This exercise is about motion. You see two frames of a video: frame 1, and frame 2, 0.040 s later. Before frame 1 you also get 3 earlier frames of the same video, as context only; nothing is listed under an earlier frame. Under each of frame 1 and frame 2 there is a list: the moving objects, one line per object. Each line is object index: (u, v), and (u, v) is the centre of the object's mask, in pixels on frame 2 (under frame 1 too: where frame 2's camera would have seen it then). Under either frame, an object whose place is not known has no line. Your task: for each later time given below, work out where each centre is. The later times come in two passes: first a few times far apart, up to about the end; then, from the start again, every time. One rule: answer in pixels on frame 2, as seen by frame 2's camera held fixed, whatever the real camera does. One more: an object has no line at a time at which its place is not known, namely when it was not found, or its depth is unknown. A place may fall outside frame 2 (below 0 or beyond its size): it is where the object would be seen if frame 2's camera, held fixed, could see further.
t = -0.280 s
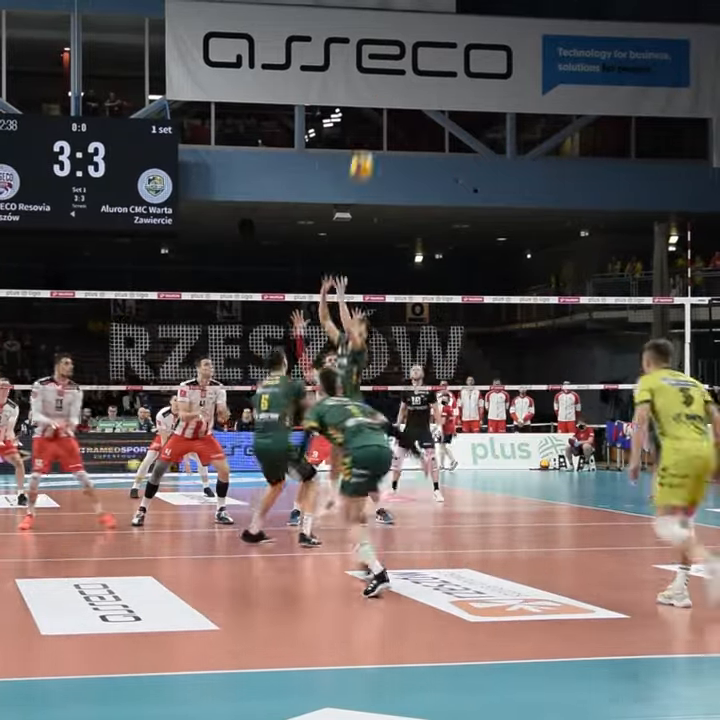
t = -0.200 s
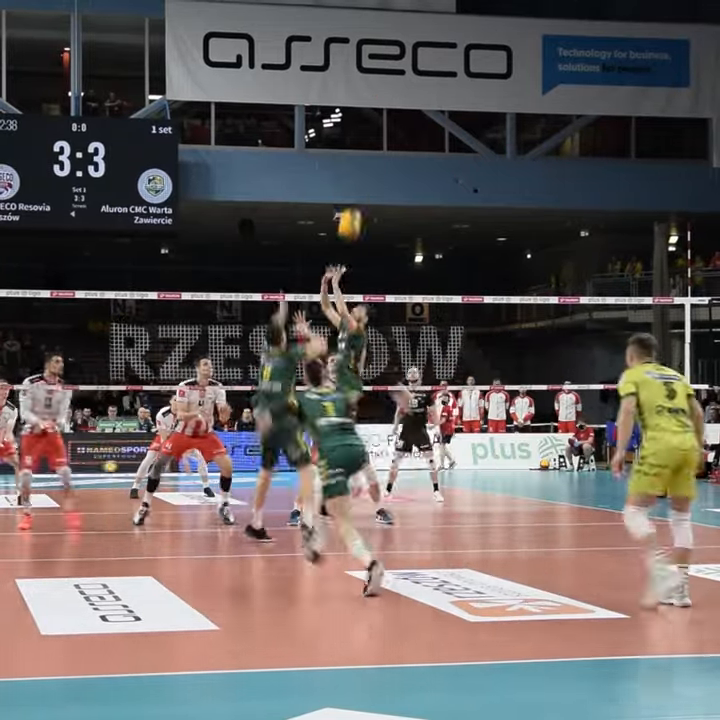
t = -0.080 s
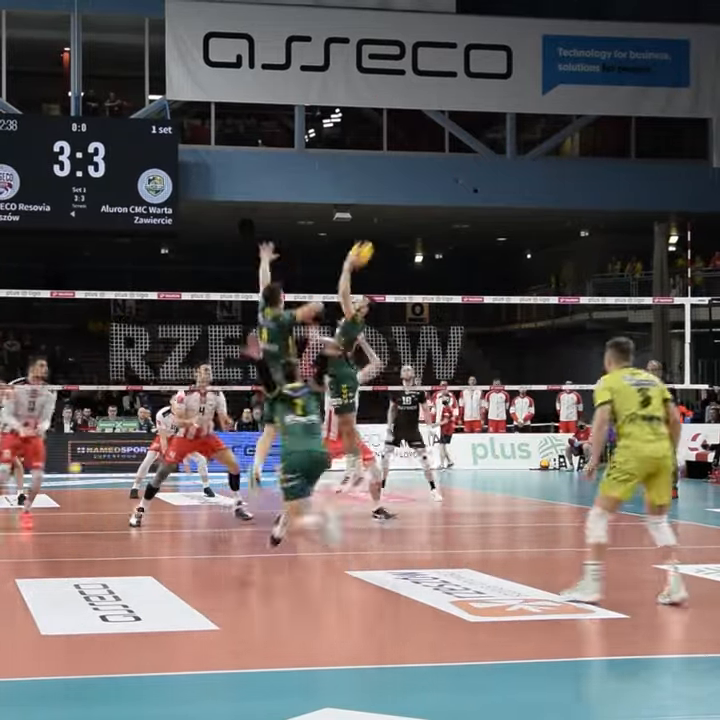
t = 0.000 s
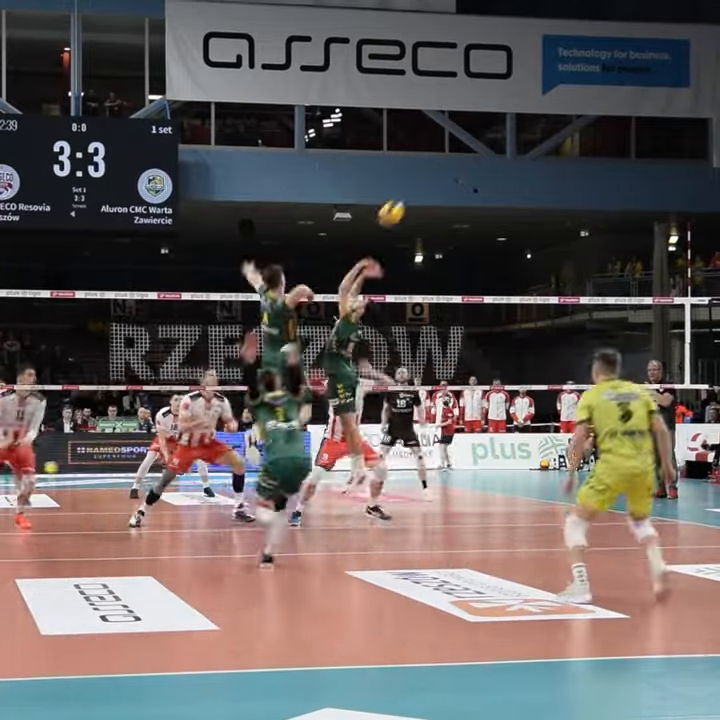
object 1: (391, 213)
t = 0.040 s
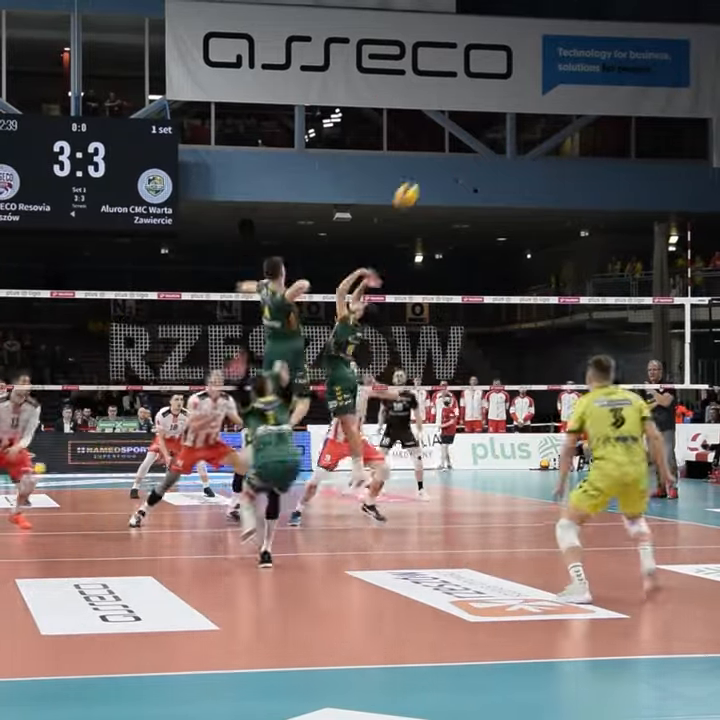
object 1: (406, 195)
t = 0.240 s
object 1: (482, 130)
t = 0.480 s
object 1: (573, 105)
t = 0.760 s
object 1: (675, 150)
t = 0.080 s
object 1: (421, 179)
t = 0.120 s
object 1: (436, 164)
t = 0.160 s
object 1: (452, 150)
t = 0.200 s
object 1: (467, 139)
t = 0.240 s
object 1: (482, 130)
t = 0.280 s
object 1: (497, 122)
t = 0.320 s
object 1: (512, 115)
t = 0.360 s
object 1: (528, 110)
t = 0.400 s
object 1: (542, 107)
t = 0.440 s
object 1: (558, 105)
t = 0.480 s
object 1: (573, 105)
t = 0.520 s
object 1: (587, 107)
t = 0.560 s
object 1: (602, 110)
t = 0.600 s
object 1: (617, 115)
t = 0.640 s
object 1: (632, 121)
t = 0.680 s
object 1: (646, 130)
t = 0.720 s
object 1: (661, 140)
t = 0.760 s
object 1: (675, 150)
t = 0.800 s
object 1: (689, 163)
